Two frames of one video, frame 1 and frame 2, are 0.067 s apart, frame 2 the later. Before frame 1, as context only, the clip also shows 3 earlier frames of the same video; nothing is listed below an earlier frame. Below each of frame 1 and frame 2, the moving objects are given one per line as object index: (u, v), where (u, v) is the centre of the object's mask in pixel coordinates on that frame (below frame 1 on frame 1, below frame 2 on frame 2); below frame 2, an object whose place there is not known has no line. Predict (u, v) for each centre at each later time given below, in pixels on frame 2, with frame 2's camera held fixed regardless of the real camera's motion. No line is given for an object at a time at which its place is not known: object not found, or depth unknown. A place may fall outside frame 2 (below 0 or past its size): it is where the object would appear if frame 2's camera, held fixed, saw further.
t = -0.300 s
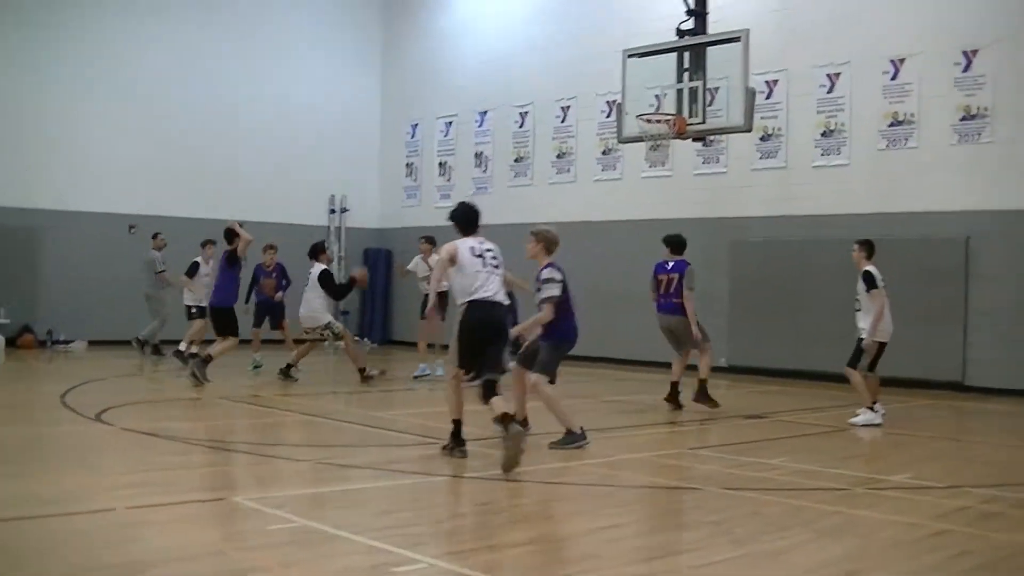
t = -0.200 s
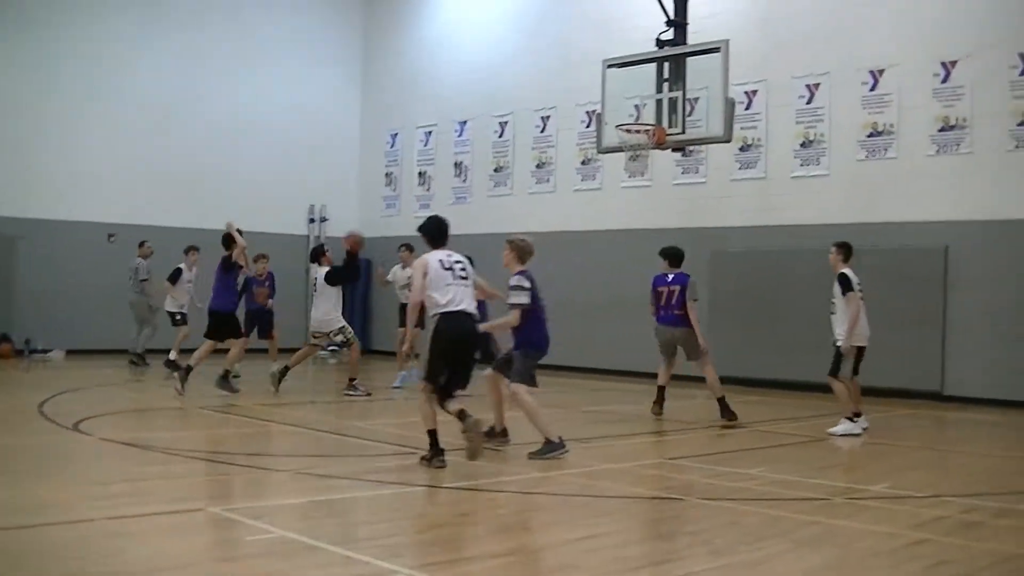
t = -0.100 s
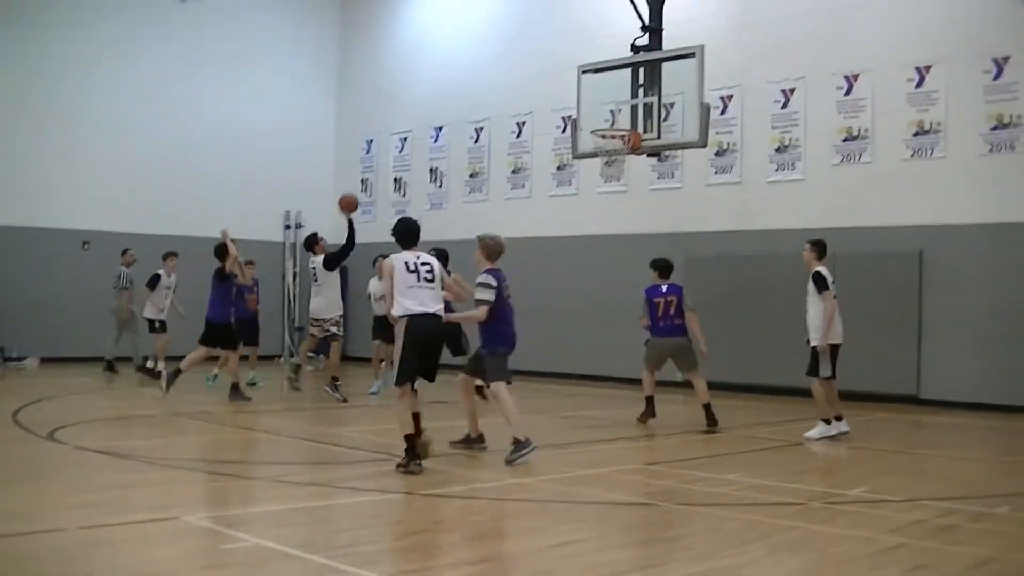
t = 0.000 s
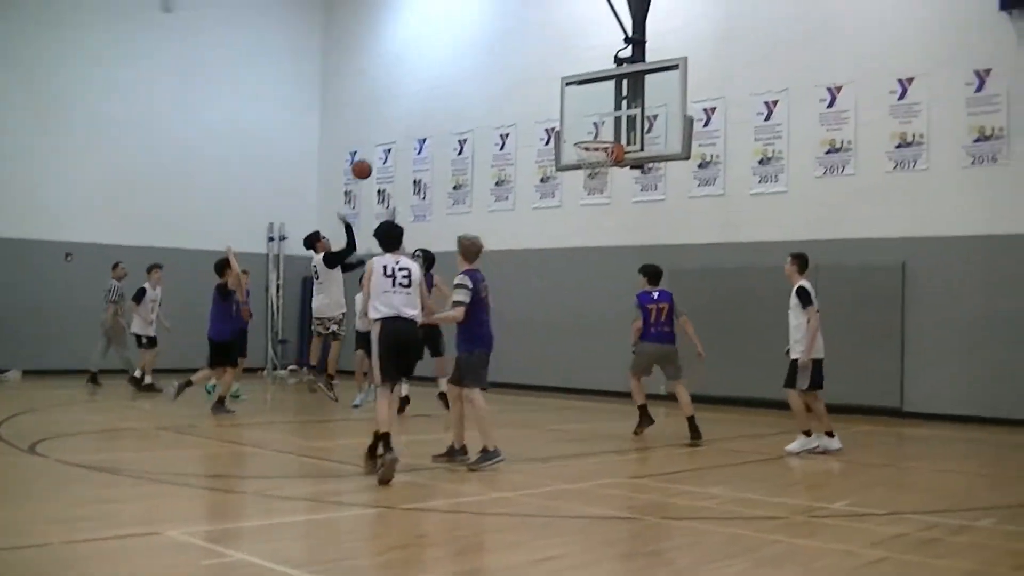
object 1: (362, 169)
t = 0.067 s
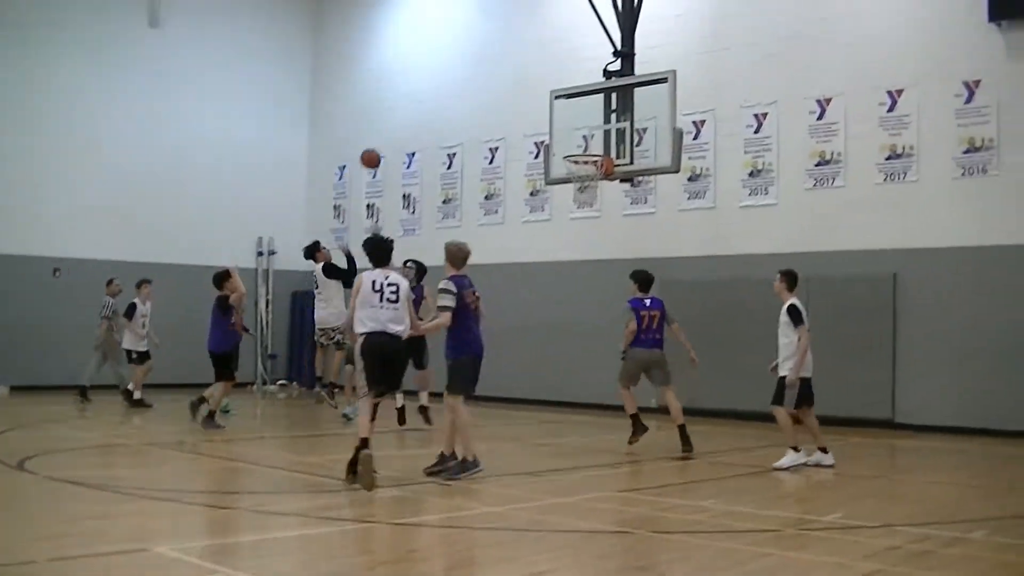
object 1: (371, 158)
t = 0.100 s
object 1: (379, 146)
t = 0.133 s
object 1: (388, 137)
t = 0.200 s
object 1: (407, 118)
